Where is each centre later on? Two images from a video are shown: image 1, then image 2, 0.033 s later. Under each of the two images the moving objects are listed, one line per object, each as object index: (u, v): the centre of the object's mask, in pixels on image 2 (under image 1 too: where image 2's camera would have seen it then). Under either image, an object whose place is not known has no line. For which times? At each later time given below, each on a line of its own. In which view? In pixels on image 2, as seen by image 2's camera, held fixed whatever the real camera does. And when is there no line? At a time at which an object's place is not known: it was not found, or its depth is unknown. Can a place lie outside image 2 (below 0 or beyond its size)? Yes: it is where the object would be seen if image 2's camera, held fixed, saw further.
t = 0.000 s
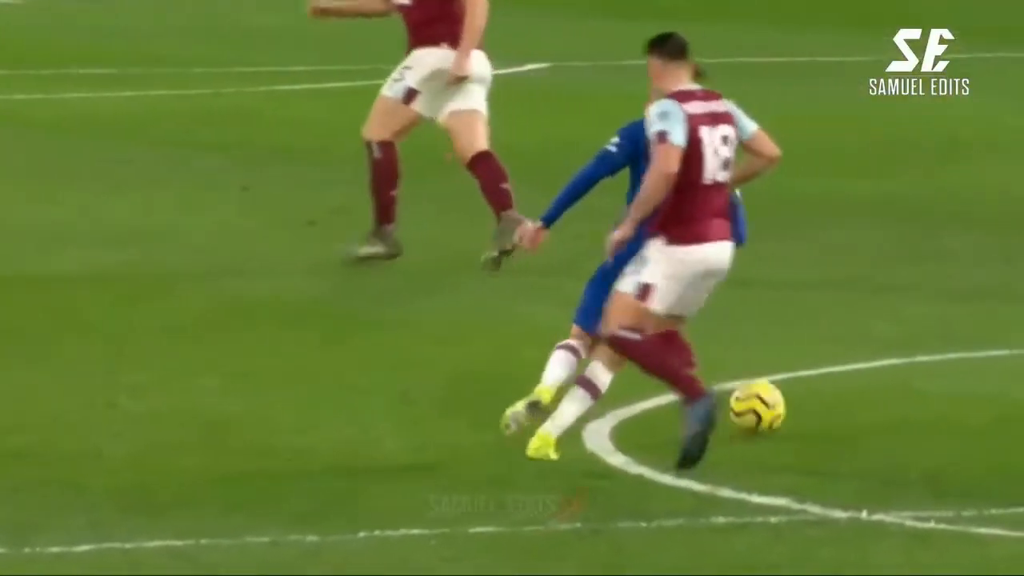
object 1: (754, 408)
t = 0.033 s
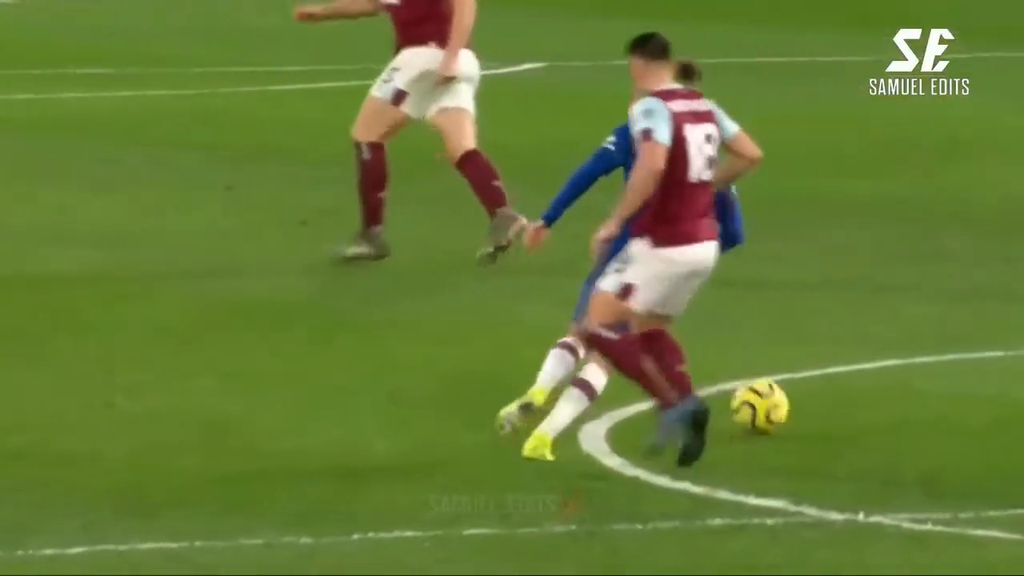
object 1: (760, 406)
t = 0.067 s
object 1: (765, 405)
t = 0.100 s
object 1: (770, 402)
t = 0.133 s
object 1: (776, 400)
